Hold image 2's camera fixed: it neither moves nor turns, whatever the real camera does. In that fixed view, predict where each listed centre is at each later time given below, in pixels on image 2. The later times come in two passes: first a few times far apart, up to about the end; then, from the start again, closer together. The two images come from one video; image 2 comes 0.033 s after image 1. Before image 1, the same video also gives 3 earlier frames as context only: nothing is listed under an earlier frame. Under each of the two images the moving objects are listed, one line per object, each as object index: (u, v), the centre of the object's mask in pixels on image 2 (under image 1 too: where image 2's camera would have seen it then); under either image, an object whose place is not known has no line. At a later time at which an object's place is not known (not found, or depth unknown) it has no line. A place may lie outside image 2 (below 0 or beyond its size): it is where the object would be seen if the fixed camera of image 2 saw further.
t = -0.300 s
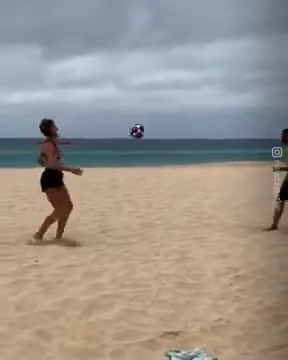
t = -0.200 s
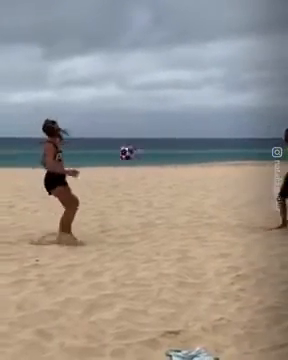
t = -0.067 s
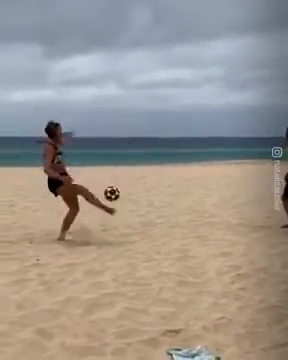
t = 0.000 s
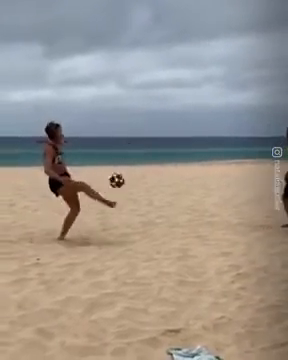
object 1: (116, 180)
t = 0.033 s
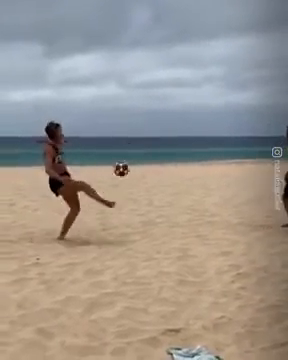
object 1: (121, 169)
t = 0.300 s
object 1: (155, 109)
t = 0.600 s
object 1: (191, 102)
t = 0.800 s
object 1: (214, 128)
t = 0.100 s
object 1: (129, 149)
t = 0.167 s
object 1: (138, 133)
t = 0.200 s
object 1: (142, 126)
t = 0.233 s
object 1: (146, 119)
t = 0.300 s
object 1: (155, 109)
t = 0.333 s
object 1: (159, 105)
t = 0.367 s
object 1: (164, 102)
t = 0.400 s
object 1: (168, 100)
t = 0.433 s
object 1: (171, 99)
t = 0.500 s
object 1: (179, 97)
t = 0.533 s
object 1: (184, 98)
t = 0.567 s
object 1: (187, 100)
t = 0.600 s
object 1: (191, 102)
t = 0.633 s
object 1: (195, 105)
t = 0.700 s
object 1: (203, 112)
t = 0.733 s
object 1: (207, 116)
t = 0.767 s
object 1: (210, 122)
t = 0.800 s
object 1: (214, 128)
